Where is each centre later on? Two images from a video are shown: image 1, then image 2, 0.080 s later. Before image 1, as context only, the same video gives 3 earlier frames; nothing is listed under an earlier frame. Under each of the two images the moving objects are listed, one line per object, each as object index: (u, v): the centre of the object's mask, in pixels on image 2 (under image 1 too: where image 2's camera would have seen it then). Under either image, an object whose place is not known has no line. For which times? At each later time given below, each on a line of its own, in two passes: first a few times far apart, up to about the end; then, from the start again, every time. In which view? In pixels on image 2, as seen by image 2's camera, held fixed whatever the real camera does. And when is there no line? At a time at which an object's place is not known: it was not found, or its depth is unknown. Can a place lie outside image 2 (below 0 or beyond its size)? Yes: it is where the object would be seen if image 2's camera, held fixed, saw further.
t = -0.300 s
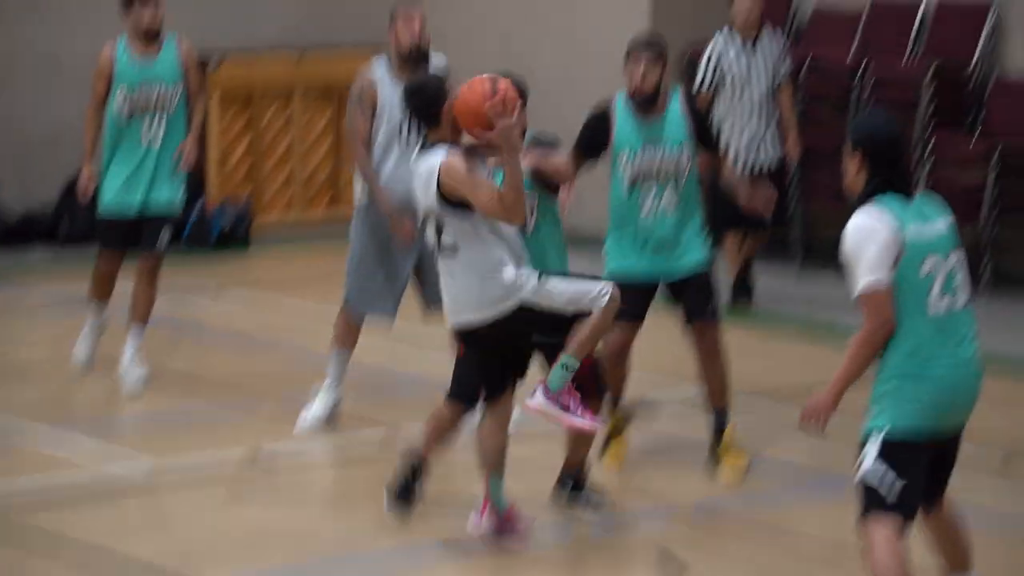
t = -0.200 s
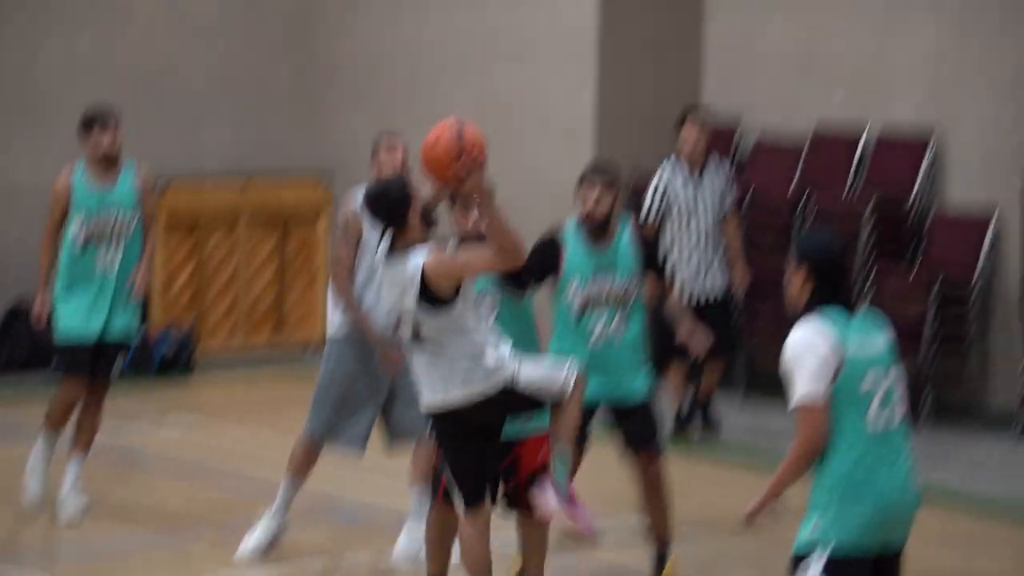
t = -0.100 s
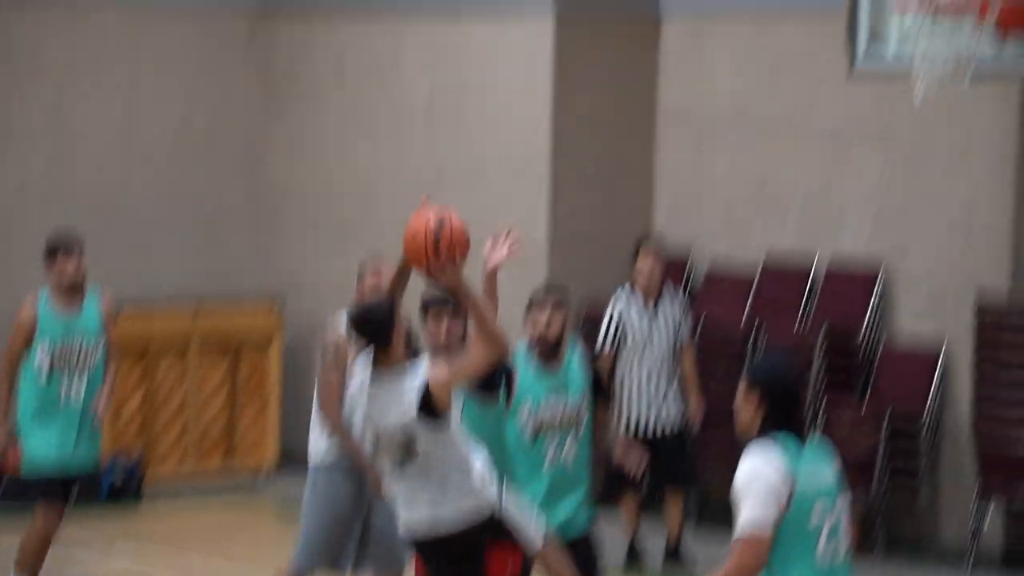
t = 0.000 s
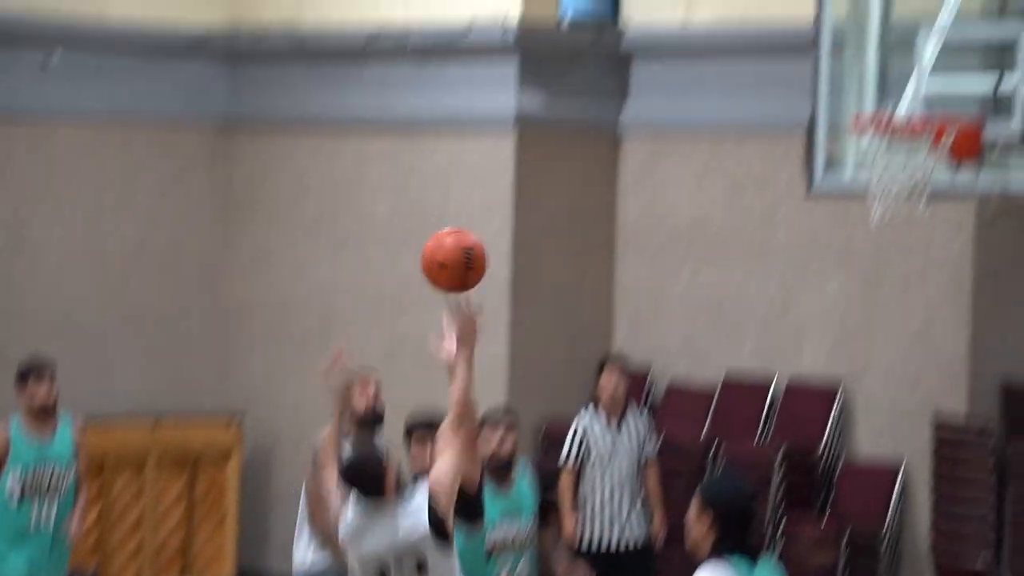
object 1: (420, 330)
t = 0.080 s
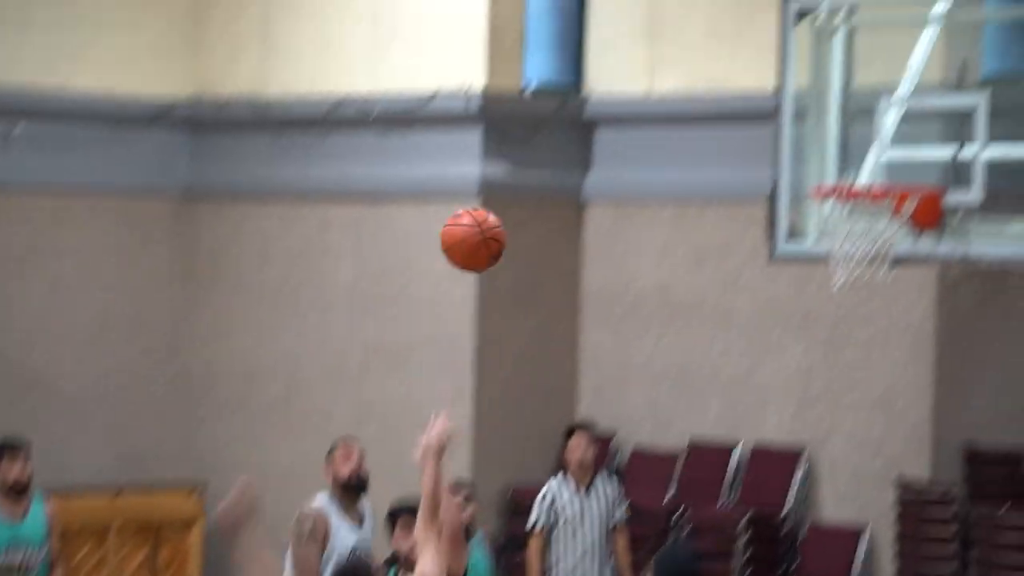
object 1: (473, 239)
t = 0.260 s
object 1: (582, 114)
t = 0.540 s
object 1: (739, 90)
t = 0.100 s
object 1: (485, 221)
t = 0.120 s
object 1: (498, 203)
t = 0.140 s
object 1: (511, 186)
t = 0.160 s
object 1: (523, 171)
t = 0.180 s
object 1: (534, 157)
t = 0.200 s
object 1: (546, 144)
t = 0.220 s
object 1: (558, 133)
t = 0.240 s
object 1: (571, 122)
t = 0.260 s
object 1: (582, 114)
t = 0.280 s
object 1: (595, 105)
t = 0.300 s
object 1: (606, 98)
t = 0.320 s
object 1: (618, 92)
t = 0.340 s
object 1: (630, 87)
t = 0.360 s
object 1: (641, 83)
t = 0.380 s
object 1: (652, 80)
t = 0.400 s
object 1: (664, 78)
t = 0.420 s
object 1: (674, 77)
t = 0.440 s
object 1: (686, 77)
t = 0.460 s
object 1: (696, 78)
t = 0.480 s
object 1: (707, 80)
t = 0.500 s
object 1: (717, 82)
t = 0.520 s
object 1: (728, 86)
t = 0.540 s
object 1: (739, 90)
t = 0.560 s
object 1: (749, 96)
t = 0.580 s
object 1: (760, 103)
